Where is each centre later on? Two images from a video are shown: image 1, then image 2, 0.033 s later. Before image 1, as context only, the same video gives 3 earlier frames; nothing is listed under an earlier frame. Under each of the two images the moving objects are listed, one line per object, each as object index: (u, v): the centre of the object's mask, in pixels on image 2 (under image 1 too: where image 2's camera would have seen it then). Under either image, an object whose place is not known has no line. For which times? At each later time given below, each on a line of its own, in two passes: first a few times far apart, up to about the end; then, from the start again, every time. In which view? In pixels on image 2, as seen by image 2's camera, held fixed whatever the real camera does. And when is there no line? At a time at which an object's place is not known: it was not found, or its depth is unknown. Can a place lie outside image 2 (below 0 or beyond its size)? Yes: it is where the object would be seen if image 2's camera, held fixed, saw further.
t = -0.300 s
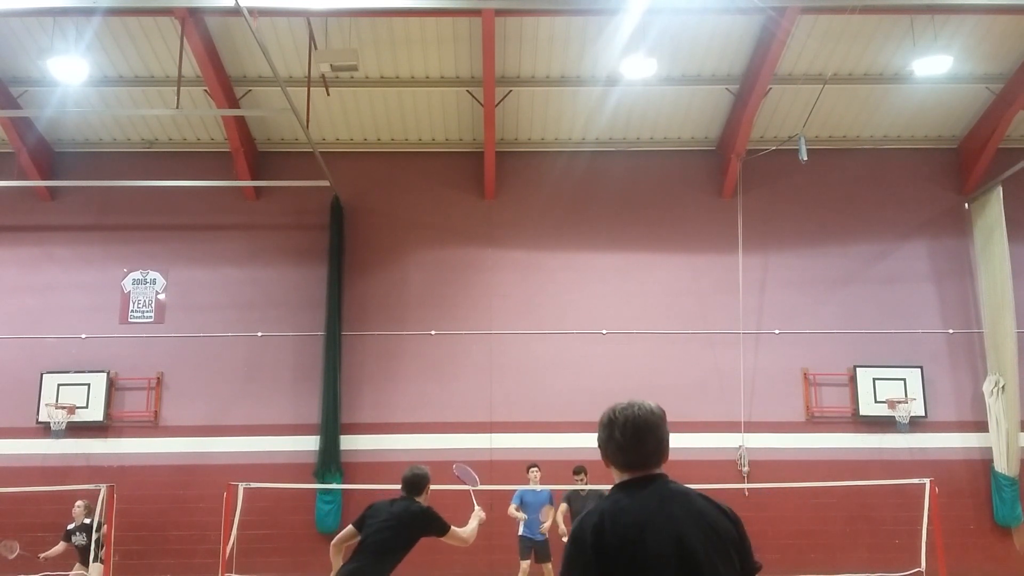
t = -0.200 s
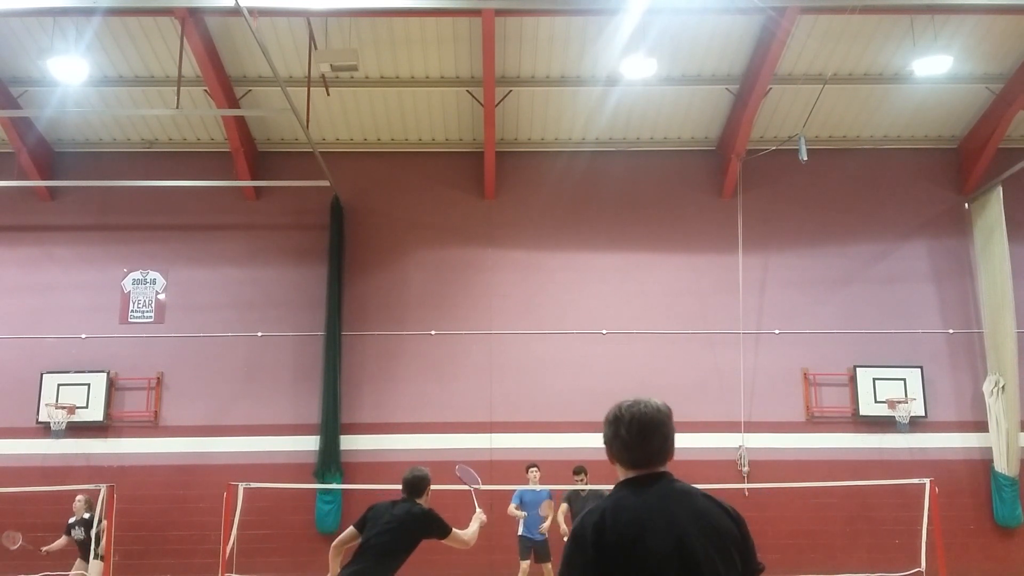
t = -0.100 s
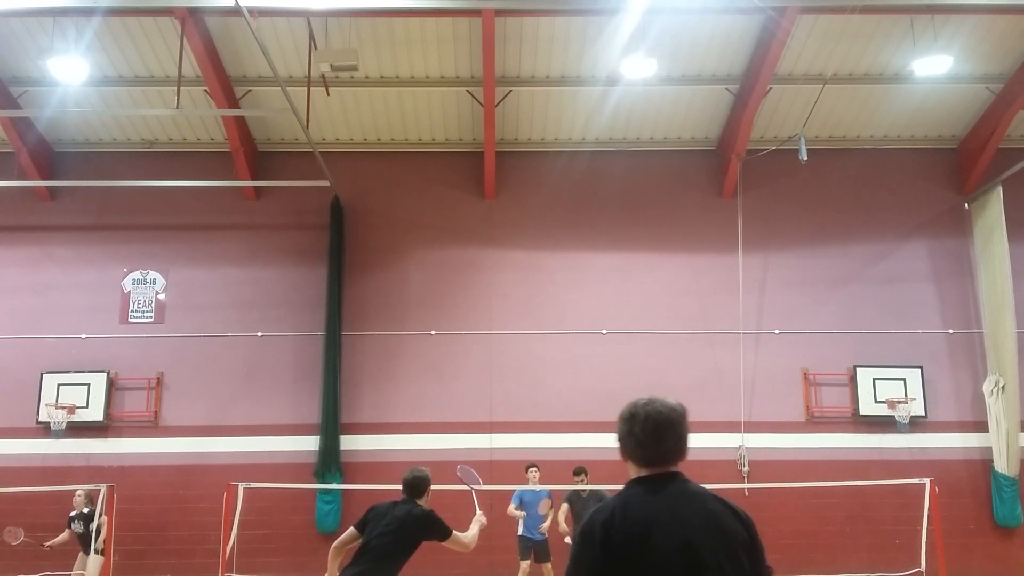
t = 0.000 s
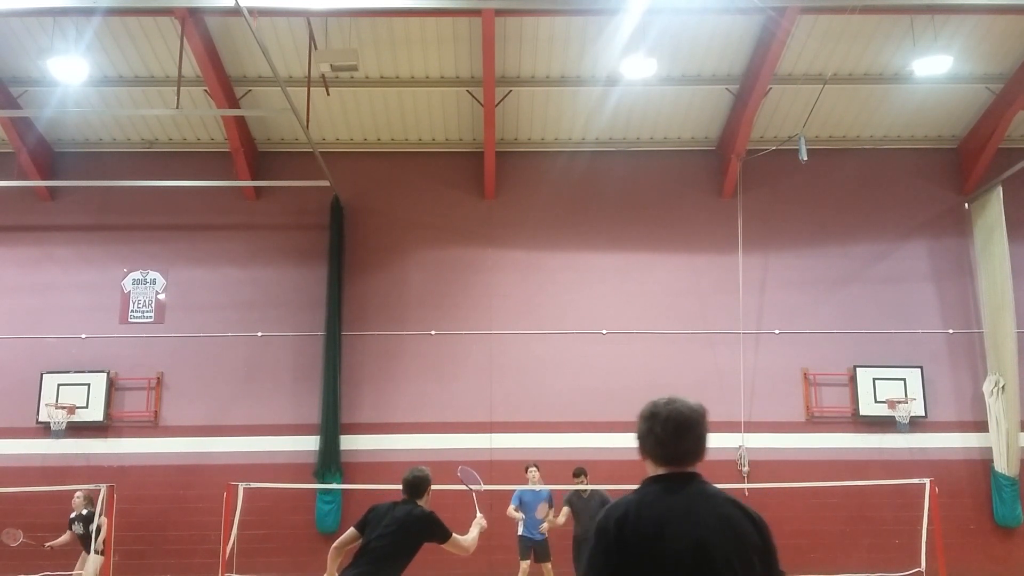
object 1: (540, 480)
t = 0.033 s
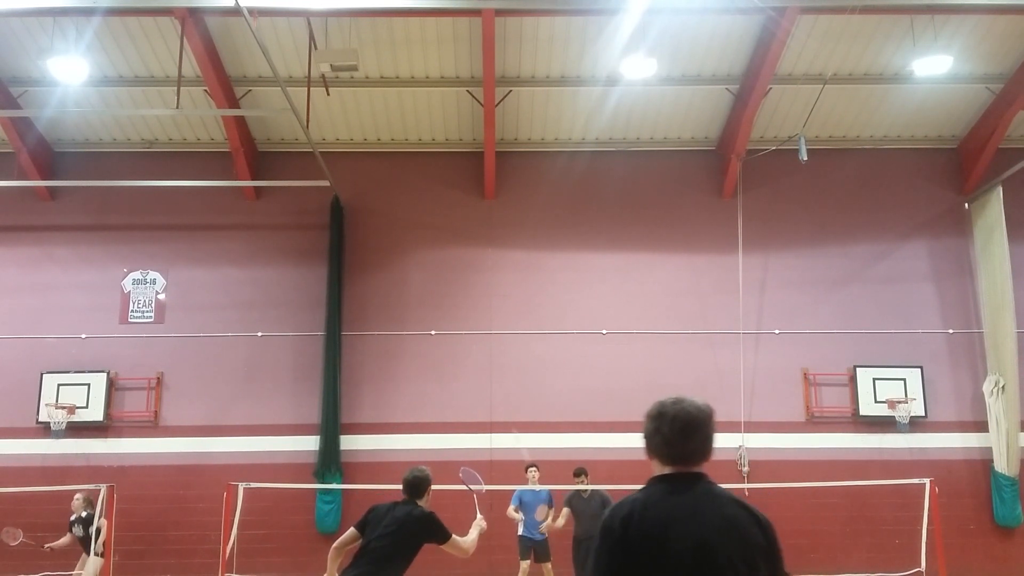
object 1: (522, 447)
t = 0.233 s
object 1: (427, 298)
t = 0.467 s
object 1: (322, 205)
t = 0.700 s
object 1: (200, 191)
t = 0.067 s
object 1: (505, 415)
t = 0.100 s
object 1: (489, 389)
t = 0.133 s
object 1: (472, 361)
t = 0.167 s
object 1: (459, 340)
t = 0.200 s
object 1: (441, 315)
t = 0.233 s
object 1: (427, 298)
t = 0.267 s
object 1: (412, 280)
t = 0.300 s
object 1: (398, 264)
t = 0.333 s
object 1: (383, 249)
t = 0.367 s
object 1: (368, 236)
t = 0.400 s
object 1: (353, 225)
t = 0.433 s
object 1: (337, 215)
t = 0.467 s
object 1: (322, 205)
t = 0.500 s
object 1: (307, 199)
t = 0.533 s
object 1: (290, 193)
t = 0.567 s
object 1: (274, 189)
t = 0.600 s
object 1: (258, 186)
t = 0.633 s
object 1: (239, 186)
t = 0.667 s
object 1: (220, 187)
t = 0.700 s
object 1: (200, 191)
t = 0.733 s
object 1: (181, 195)
